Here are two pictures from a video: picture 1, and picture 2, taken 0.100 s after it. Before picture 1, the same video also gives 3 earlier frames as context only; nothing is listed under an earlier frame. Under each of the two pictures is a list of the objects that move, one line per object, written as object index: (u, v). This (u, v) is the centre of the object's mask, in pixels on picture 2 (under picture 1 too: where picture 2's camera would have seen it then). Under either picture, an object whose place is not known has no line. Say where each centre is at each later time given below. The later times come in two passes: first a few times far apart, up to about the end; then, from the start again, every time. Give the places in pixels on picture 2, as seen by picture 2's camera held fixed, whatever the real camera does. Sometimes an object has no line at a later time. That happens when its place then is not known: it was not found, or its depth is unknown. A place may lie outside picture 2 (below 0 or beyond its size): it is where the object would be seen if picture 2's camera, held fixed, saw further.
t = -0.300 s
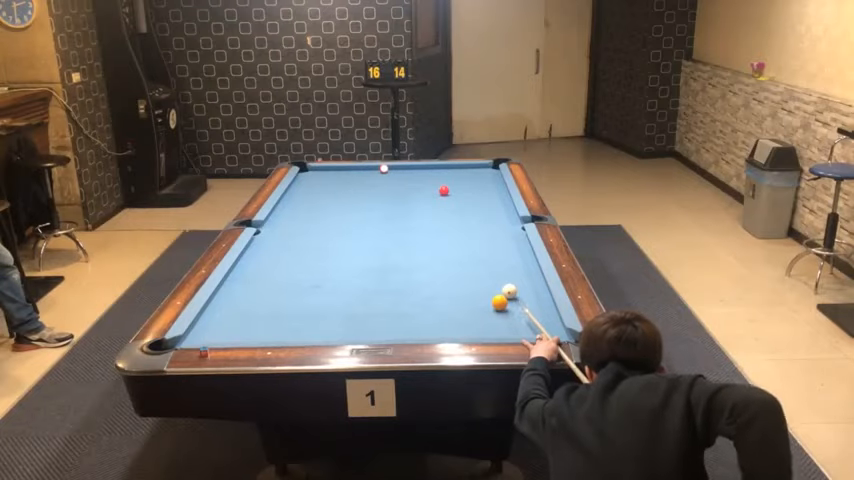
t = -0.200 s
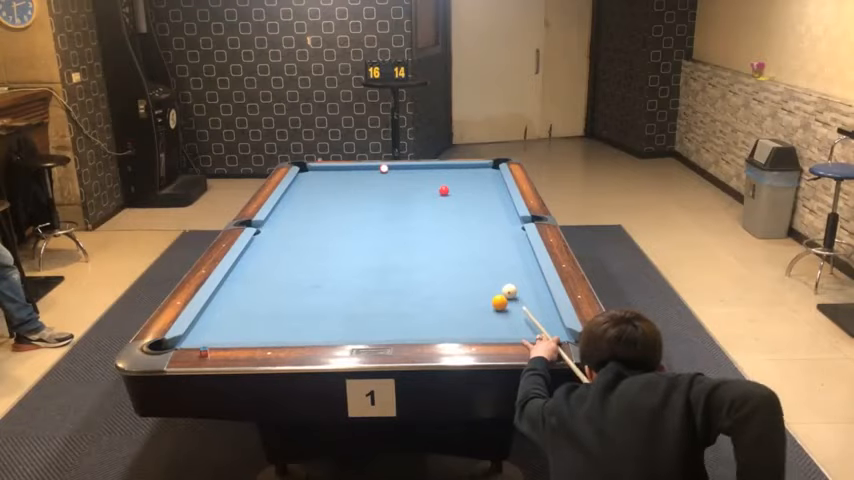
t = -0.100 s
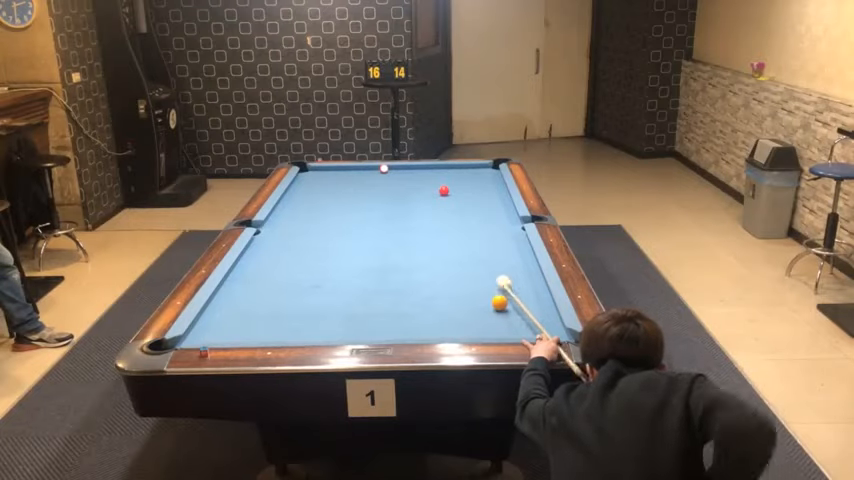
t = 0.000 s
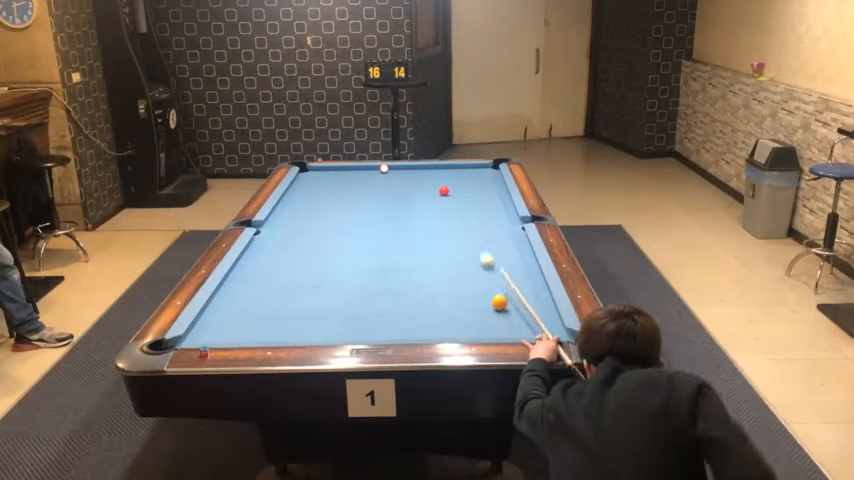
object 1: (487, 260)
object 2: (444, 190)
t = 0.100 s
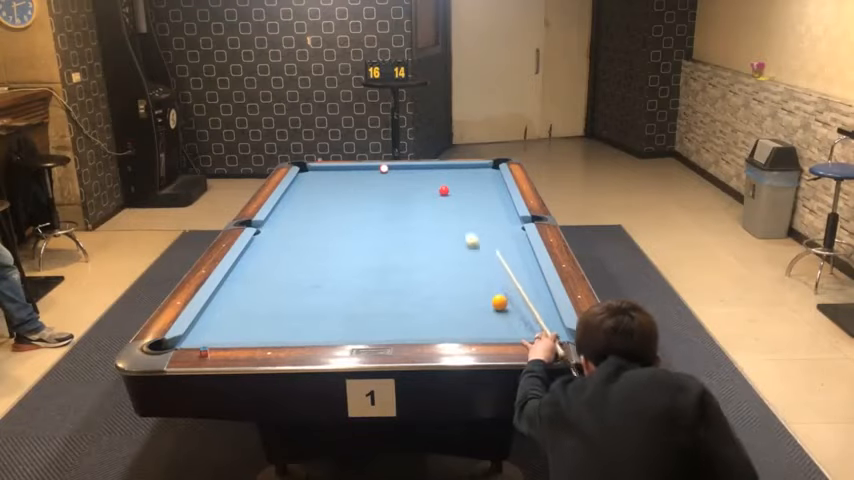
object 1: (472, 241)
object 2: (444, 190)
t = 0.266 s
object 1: (452, 214)
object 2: (444, 190)
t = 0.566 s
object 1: (408, 181)
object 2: (461, 186)
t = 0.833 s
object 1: (357, 169)
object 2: (486, 179)
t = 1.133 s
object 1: (304, 171)
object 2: (489, 174)
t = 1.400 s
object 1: (326, 177)
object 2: (475, 172)
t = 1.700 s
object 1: (352, 184)
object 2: (462, 169)
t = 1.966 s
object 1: (375, 191)
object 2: (451, 166)
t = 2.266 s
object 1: (402, 197)
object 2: (441, 167)
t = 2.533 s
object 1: (429, 206)
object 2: (433, 168)
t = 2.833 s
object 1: (459, 214)
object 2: (425, 170)
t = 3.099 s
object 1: (487, 222)
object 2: (419, 171)
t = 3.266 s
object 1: (504, 227)
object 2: (415, 172)
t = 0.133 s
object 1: (468, 235)
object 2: (444, 190)
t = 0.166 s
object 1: (464, 229)
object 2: (444, 190)
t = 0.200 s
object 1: (459, 224)
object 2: (444, 190)
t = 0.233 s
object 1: (456, 219)
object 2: (444, 190)
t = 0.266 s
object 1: (452, 214)
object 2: (444, 190)
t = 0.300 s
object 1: (449, 209)
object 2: (444, 190)
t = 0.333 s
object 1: (445, 204)
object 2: (444, 190)
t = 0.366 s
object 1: (442, 200)
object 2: (444, 189)
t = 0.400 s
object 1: (439, 196)
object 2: (444, 189)
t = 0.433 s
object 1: (435, 192)
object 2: (445, 190)
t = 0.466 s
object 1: (428, 189)
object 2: (449, 189)
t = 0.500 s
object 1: (421, 186)
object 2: (453, 188)
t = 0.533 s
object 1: (414, 184)
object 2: (457, 186)
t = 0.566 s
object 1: (408, 181)
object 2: (461, 186)
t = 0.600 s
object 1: (402, 179)
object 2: (463, 185)
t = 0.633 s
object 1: (396, 177)
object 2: (467, 184)
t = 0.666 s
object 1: (391, 175)
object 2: (470, 183)
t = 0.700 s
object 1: (385, 172)
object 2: (473, 182)
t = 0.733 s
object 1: (378, 170)
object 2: (477, 181)
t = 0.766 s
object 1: (371, 170)
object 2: (480, 180)
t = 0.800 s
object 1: (364, 169)
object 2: (483, 180)
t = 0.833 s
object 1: (357, 169)
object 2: (486, 179)
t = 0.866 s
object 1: (350, 169)
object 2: (489, 178)
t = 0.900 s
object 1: (343, 168)
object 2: (491, 178)
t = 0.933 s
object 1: (337, 168)
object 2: (495, 177)
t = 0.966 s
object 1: (330, 168)
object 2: (497, 176)
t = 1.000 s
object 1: (325, 168)
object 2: (496, 176)
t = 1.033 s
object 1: (318, 169)
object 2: (495, 175)
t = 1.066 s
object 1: (312, 169)
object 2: (493, 175)
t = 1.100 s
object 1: (306, 170)
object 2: (491, 175)
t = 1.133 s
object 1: (304, 171)
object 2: (489, 174)
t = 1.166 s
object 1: (307, 172)
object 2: (487, 174)
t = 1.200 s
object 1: (310, 173)
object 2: (485, 173)
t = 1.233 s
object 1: (312, 173)
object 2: (484, 173)
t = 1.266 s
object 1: (315, 174)
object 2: (484, 172)
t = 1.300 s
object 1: (318, 175)
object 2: (478, 173)
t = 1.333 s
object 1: (321, 175)
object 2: (479, 172)
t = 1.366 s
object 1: (324, 176)
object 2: (477, 172)
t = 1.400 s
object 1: (326, 177)
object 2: (475, 172)
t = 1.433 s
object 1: (329, 178)
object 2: (474, 171)
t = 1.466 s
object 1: (332, 179)
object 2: (472, 171)
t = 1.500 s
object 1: (335, 180)
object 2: (471, 171)
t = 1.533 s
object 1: (338, 180)
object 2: (469, 171)
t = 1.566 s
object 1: (341, 181)
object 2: (468, 170)
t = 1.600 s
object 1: (343, 182)
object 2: (466, 169)
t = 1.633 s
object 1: (346, 183)
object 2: (464, 169)
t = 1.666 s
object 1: (349, 183)
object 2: (463, 169)
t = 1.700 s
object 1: (352, 184)
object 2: (462, 169)
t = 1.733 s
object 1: (355, 185)
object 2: (460, 168)
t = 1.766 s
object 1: (358, 186)
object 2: (459, 168)
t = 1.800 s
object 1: (360, 186)
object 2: (457, 168)
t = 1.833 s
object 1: (363, 187)
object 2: (456, 168)
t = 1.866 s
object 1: (367, 188)
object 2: (454, 167)
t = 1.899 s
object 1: (369, 189)
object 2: (454, 167)
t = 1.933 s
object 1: (372, 190)
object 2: (452, 167)
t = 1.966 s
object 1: (375, 191)
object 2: (451, 166)
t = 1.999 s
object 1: (378, 192)
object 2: (449, 166)
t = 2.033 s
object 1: (381, 192)
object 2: (448, 166)
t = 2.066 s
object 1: (385, 193)
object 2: (447, 166)
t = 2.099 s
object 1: (387, 194)
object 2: (446, 166)
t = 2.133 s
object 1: (391, 195)
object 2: (445, 166)
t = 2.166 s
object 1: (393, 196)
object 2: (444, 167)
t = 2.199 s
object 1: (396, 197)
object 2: (442, 167)
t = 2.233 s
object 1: (399, 197)
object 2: (442, 167)
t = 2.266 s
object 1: (402, 197)
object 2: (441, 167)
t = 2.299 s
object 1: (406, 198)
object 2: (439, 167)
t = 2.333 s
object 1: (410, 200)
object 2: (439, 167)
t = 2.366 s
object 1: (413, 201)
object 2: (438, 167)
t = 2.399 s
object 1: (415, 201)
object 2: (437, 168)
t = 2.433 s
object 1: (419, 203)
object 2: (436, 168)
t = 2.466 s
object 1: (422, 204)
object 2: (435, 168)
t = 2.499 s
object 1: (425, 205)
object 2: (434, 168)
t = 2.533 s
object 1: (429, 206)
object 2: (433, 168)
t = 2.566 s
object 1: (432, 207)
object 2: (432, 169)
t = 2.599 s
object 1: (435, 208)
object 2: (431, 169)
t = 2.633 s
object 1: (439, 209)
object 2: (431, 169)
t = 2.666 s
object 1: (442, 210)
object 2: (429, 169)
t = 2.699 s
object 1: (445, 211)
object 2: (428, 169)
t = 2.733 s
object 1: (448, 212)
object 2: (428, 169)
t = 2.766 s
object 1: (452, 213)
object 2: (427, 169)
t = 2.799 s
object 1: (455, 213)
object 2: (425, 169)
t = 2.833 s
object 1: (459, 214)
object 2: (425, 170)
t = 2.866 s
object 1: (462, 215)
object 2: (424, 170)
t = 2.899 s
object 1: (466, 216)
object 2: (423, 171)
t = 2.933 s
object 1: (469, 217)
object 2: (423, 170)
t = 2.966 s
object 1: (472, 218)
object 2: (422, 171)
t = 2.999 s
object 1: (476, 219)
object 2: (421, 171)
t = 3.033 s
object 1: (479, 220)
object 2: (421, 171)
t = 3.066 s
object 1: (483, 221)
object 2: (419, 171)
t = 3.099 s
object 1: (487, 222)
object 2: (419, 171)
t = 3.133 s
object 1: (490, 223)
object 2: (418, 171)
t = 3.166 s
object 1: (493, 224)
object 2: (417, 171)
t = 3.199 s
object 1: (497, 225)
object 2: (417, 172)
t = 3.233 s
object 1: (501, 226)
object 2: (416, 172)
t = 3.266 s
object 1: (504, 227)
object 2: (415, 172)
